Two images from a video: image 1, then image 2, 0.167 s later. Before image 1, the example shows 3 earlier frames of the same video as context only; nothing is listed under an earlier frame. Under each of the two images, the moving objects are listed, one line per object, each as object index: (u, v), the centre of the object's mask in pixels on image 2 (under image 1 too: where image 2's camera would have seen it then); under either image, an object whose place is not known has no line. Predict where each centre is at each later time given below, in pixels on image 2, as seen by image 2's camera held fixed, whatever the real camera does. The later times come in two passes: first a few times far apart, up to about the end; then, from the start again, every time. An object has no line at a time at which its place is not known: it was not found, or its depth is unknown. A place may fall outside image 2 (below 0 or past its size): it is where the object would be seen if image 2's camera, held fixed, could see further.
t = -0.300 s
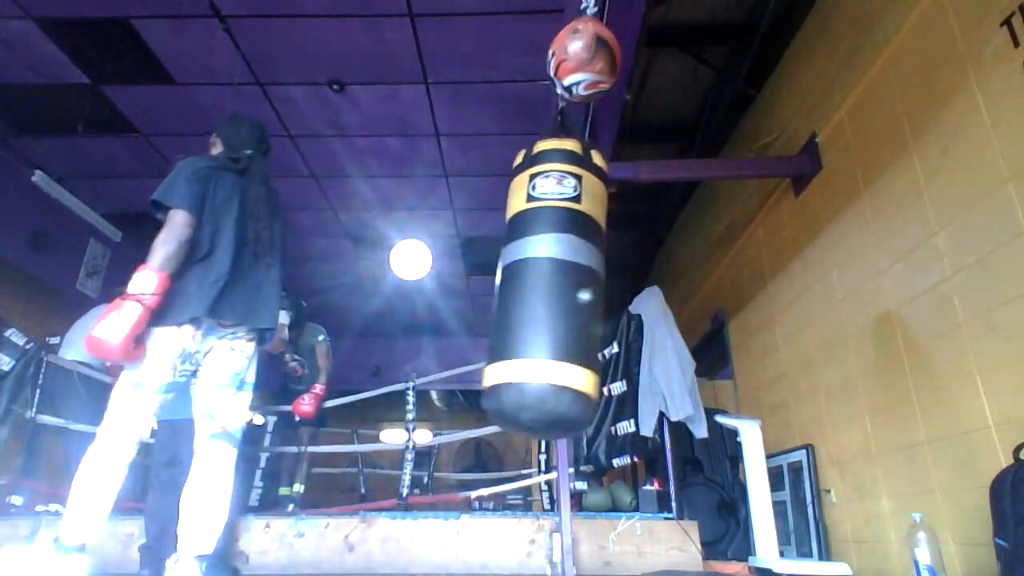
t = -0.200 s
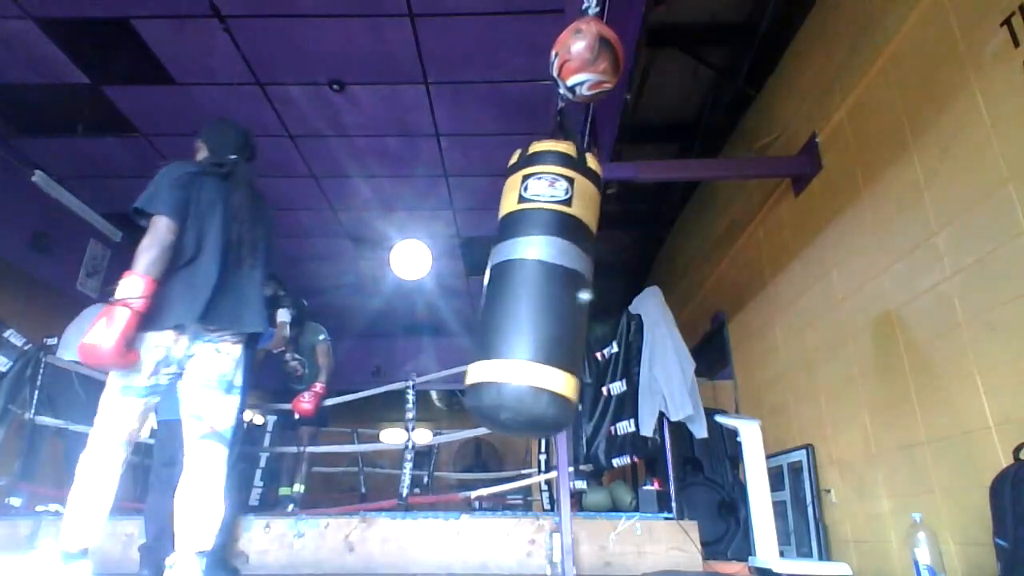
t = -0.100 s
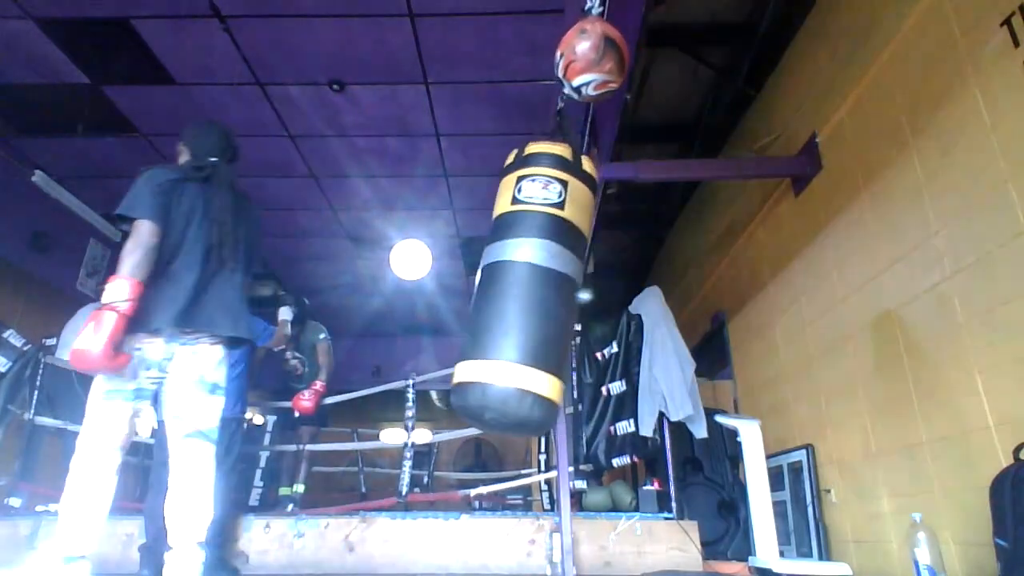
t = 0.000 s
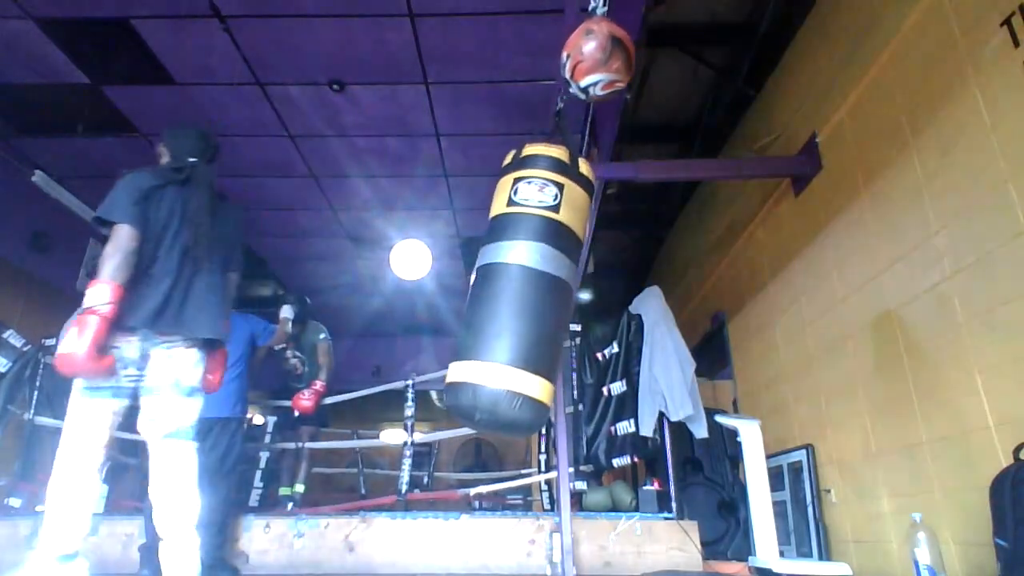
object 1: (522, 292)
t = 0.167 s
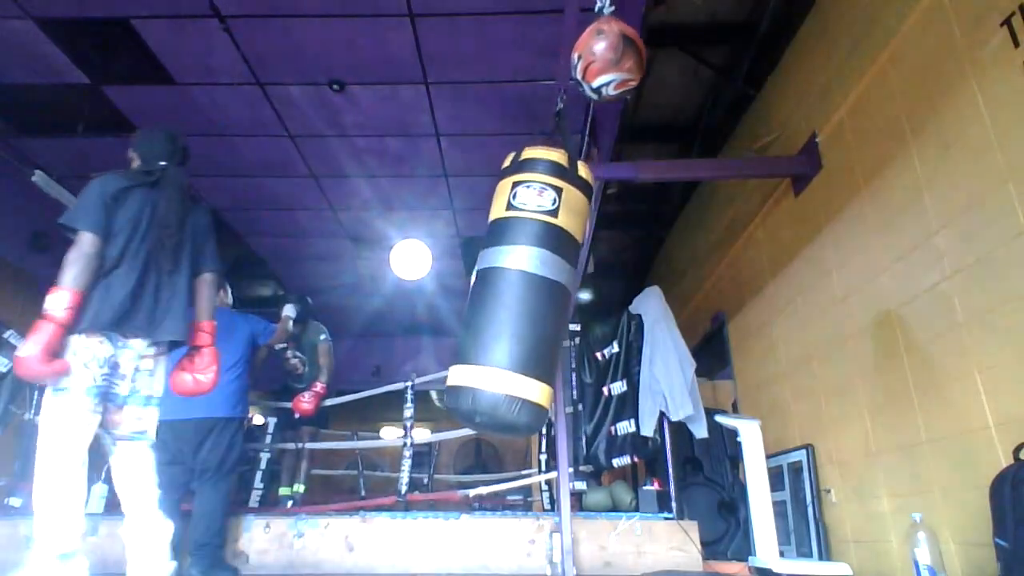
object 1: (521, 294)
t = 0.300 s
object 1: (528, 296)
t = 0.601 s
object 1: (563, 300)
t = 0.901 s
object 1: (604, 297)
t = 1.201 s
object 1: (622, 290)
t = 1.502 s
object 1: (603, 290)
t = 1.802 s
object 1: (559, 293)
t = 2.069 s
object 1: (528, 293)
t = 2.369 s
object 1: (522, 296)
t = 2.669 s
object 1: (550, 301)
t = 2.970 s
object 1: (591, 298)
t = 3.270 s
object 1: (620, 291)
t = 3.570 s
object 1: (614, 289)
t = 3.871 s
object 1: (574, 293)
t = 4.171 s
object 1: (534, 294)
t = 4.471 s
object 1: (522, 296)
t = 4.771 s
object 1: (541, 301)
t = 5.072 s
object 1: (582, 299)
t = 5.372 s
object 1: (616, 292)
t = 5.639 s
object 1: (620, 288)
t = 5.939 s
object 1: (589, 291)
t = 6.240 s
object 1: (546, 295)
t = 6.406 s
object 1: (528, 296)
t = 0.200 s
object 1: (522, 294)
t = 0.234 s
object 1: (523, 295)
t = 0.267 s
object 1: (525, 296)
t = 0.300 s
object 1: (528, 296)
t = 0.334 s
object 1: (531, 297)
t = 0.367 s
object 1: (534, 298)
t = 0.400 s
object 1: (537, 299)
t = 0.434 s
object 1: (541, 300)
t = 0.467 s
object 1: (545, 300)
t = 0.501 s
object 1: (550, 300)
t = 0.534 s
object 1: (554, 301)
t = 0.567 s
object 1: (558, 300)
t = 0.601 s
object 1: (563, 300)
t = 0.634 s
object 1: (568, 300)
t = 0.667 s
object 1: (573, 300)
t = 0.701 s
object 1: (578, 300)
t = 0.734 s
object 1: (582, 299)
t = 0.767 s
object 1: (587, 299)
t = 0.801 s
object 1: (591, 299)
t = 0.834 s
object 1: (596, 298)
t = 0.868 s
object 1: (600, 297)
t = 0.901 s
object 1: (604, 297)
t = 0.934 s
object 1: (608, 296)
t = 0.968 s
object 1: (611, 295)
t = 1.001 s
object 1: (614, 294)
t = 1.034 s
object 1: (616, 294)
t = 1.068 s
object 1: (619, 292)
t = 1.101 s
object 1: (620, 292)
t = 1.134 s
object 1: (622, 291)
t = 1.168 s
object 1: (622, 291)
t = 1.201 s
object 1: (622, 290)
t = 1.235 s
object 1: (622, 290)
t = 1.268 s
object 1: (622, 289)
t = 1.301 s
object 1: (621, 289)
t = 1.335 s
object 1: (619, 289)
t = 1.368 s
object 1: (617, 290)
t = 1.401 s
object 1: (614, 290)
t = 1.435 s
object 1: (611, 290)
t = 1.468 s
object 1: (607, 290)
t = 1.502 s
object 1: (603, 290)
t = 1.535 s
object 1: (599, 291)
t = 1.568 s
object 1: (594, 291)
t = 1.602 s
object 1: (589, 291)
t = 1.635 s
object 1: (584, 291)
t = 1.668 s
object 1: (579, 292)
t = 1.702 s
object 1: (574, 293)
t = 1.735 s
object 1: (569, 293)
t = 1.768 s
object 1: (564, 293)
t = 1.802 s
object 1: (559, 293)
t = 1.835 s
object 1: (554, 294)
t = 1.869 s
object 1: (549, 294)
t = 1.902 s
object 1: (545, 294)
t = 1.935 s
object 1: (541, 294)
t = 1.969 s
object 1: (537, 294)
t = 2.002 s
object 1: (534, 293)
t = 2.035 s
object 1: (531, 293)
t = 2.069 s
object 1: (528, 293)
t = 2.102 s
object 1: (525, 294)
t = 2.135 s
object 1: (523, 294)
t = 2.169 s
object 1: (522, 294)
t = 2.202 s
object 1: (521, 294)
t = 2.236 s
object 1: (521, 295)
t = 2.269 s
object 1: (520, 295)
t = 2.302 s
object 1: (521, 295)
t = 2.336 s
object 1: (521, 296)
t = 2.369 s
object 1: (522, 296)
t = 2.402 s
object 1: (524, 296)
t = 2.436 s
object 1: (526, 296)
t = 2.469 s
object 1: (528, 297)
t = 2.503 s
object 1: (531, 298)
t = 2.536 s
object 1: (533, 298)
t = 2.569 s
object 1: (538, 299)
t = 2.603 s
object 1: (542, 300)
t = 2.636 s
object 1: (546, 301)
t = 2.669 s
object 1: (550, 301)
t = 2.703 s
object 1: (554, 301)
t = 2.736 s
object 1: (558, 301)
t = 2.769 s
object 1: (563, 300)
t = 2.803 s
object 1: (568, 301)
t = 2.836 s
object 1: (573, 300)
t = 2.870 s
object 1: (578, 300)
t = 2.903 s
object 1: (582, 299)
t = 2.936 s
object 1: (586, 299)
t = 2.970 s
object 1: (591, 298)
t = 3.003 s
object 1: (595, 298)
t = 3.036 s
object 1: (600, 297)
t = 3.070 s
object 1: (604, 297)
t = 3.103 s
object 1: (608, 296)
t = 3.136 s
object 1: (611, 295)
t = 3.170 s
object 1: (614, 294)
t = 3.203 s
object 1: (617, 293)
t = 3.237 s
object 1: (618, 292)
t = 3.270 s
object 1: (620, 291)
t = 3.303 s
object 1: (622, 291)
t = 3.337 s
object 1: (622, 290)
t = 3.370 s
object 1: (622, 290)
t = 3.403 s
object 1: (622, 289)
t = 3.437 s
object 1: (621, 289)
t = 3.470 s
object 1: (620, 289)
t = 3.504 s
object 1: (619, 289)
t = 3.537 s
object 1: (616, 289)
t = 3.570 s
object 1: (614, 289)
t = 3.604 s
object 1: (611, 289)
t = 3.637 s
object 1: (607, 290)
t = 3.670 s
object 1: (603, 290)
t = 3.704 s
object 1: (599, 290)
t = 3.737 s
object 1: (594, 291)
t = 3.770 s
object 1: (589, 291)
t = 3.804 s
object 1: (584, 292)
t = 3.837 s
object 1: (579, 292)
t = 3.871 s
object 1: (574, 293)
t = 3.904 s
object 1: (570, 294)
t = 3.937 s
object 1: (564, 294)
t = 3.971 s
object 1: (559, 294)
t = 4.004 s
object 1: (554, 295)
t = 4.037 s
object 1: (550, 295)
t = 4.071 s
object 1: (545, 295)
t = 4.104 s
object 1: (541, 295)
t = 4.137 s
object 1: (537, 294)
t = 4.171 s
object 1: (534, 294)
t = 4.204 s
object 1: (531, 294)
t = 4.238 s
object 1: (529, 294)
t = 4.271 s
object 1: (526, 295)
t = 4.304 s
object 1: (524, 295)
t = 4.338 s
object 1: (523, 295)
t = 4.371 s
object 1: (522, 295)
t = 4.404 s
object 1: (522, 295)
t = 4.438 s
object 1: (521, 296)
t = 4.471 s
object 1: (522, 296)
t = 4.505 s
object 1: (522, 297)
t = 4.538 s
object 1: (523, 297)
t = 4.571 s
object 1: (525, 297)
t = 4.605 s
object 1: (526, 298)
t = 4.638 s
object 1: (529, 299)
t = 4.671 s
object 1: (531, 299)
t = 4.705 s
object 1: (534, 300)
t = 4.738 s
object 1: (537, 300)
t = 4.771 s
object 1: (541, 301)
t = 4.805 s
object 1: (546, 301)
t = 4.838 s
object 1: (550, 301)
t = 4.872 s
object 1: (554, 301)
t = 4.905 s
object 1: (558, 301)
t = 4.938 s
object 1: (563, 301)
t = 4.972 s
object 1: (567, 300)
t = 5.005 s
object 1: (572, 300)
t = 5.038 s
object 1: (577, 300)
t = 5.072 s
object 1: (582, 299)
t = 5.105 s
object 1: (586, 298)
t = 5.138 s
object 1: (591, 298)
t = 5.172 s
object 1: (595, 297)
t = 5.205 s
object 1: (599, 296)
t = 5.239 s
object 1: (603, 296)
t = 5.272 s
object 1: (608, 295)
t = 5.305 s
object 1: (611, 294)
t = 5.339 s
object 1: (613, 293)
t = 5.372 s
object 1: (616, 292)
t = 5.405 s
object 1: (618, 292)
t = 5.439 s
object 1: (620, 291)
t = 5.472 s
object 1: (621, 290)
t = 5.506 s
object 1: (622, 289)
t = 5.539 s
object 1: (622, 289)
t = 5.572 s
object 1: (622, 288)
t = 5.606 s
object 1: (621, 288)
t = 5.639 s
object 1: (620, 288)
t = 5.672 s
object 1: (618, 288)
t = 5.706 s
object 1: (616, 289)
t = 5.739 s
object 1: (613, 289)
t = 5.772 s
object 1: (610, 289)
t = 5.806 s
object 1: (607, 289)
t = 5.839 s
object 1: (603, 289)
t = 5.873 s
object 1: (598, 290)
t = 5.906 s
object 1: (594, 291)
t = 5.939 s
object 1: (589, 291)
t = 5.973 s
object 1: (584, 292)
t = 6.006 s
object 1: (579, 292)
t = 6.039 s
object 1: (575, 293)
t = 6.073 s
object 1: (570, 294)
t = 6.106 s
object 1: (564, 294)
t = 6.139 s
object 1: (559, 294)
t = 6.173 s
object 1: (555, 294)
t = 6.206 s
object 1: (550, 295)
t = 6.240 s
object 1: (546, 295)
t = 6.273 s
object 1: (541, 295)
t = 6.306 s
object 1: (538, 295)
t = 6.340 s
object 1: (535, 295)
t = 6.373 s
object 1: (531, 296)
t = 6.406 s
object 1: (528, 296)
